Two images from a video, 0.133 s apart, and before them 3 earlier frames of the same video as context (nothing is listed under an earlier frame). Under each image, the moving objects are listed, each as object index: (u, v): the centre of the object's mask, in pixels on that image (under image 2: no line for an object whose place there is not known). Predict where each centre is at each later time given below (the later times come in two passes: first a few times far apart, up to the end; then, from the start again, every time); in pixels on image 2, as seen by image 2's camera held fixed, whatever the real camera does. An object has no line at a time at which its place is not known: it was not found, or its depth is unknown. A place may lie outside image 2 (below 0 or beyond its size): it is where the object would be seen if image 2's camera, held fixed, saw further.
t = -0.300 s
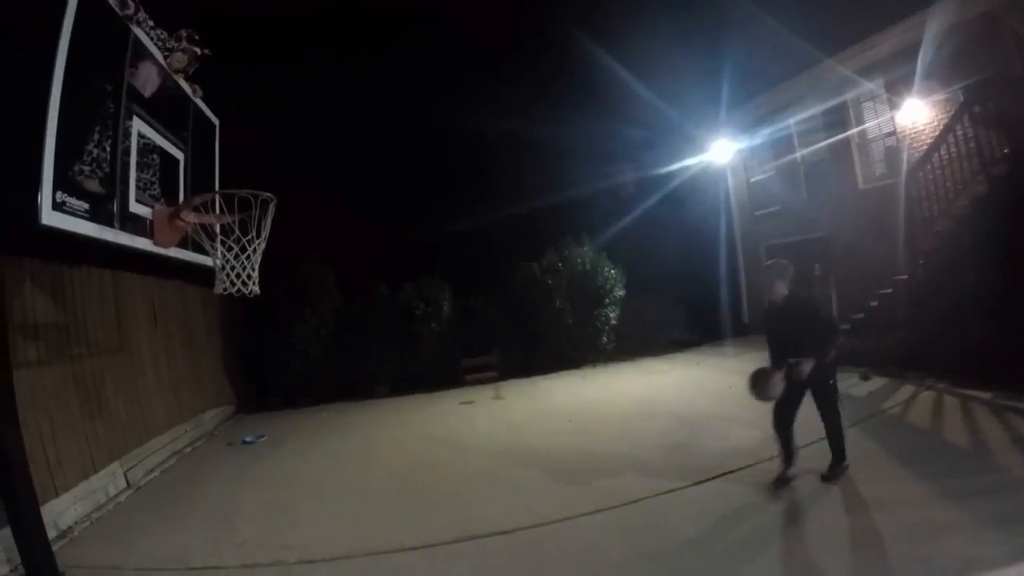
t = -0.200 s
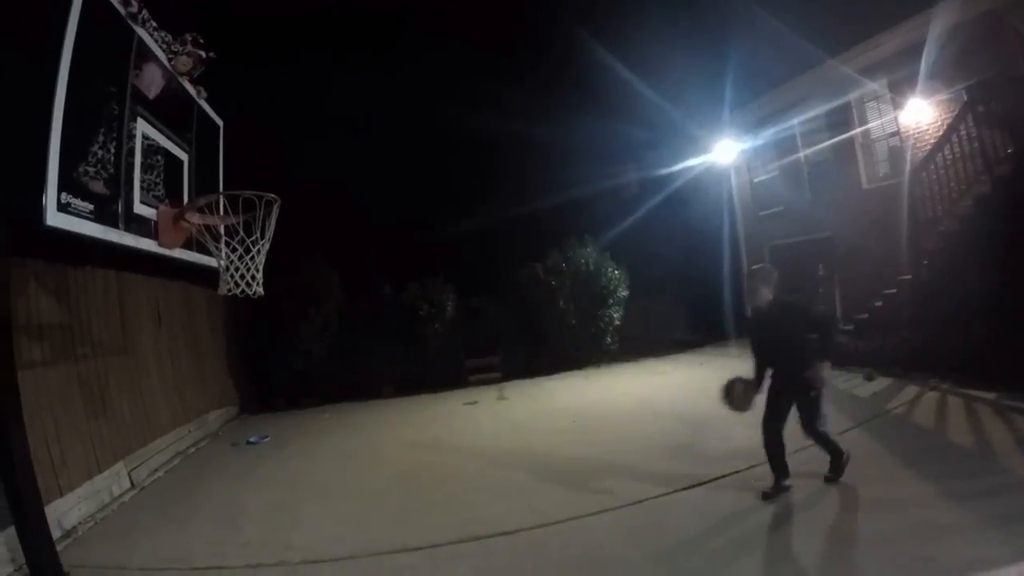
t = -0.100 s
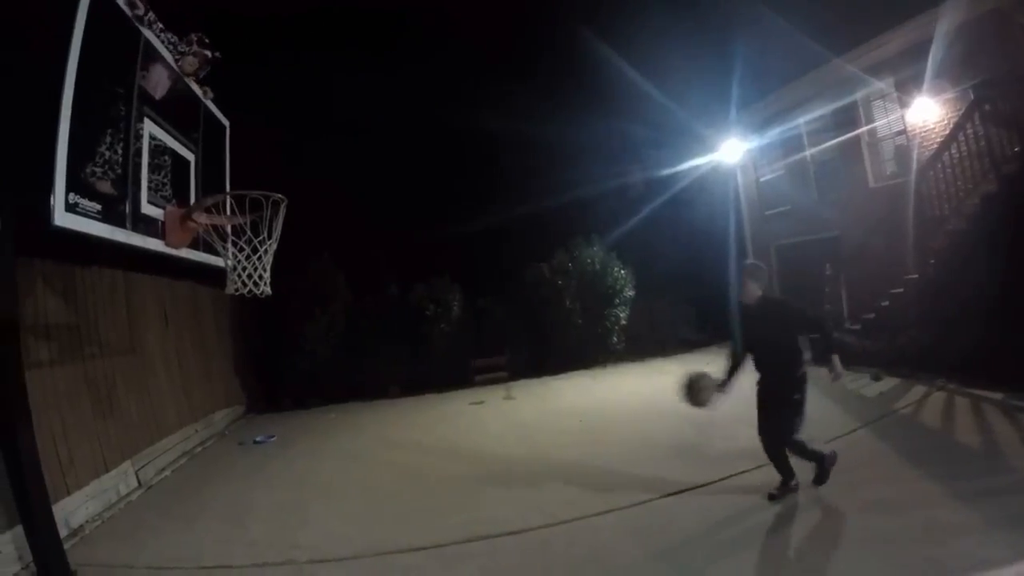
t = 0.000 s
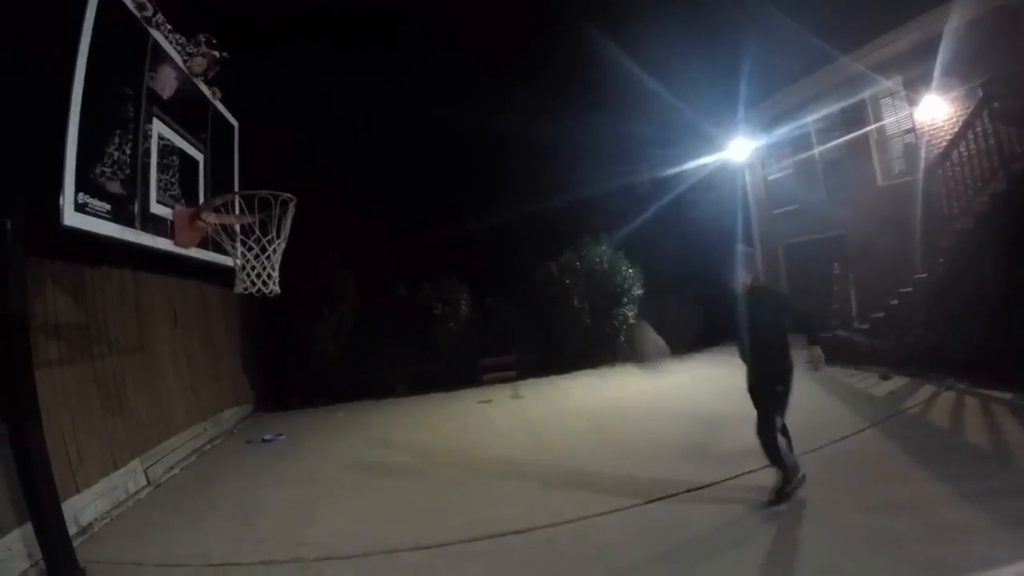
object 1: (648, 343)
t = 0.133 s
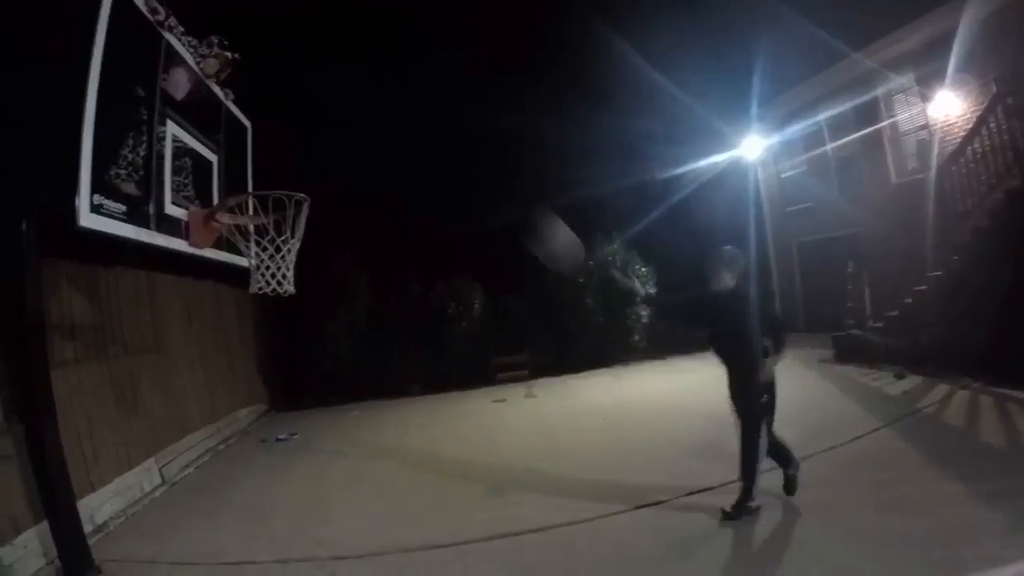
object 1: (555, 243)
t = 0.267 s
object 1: (445, 159)
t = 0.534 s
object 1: (241, 101)
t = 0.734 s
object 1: (308, 98)
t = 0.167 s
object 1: (526, 218)
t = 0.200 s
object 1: (500, 196)
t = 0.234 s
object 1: (472, 176)
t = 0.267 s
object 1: (445, 159)
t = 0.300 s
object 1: (419, 144)
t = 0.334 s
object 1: (392, 130)
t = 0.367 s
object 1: (365, 120)
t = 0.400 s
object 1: (340, 111)
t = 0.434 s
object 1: (313, 106)
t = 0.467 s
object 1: (288, 102)
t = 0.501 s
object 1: (266, 100)
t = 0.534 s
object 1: (241, 101)
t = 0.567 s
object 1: (221, 103)
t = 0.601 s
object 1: (234, 98)
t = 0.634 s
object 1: (254, 95)
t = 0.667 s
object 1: (270, 94)
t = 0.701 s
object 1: (288, 95)
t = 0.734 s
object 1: (308, 98)
